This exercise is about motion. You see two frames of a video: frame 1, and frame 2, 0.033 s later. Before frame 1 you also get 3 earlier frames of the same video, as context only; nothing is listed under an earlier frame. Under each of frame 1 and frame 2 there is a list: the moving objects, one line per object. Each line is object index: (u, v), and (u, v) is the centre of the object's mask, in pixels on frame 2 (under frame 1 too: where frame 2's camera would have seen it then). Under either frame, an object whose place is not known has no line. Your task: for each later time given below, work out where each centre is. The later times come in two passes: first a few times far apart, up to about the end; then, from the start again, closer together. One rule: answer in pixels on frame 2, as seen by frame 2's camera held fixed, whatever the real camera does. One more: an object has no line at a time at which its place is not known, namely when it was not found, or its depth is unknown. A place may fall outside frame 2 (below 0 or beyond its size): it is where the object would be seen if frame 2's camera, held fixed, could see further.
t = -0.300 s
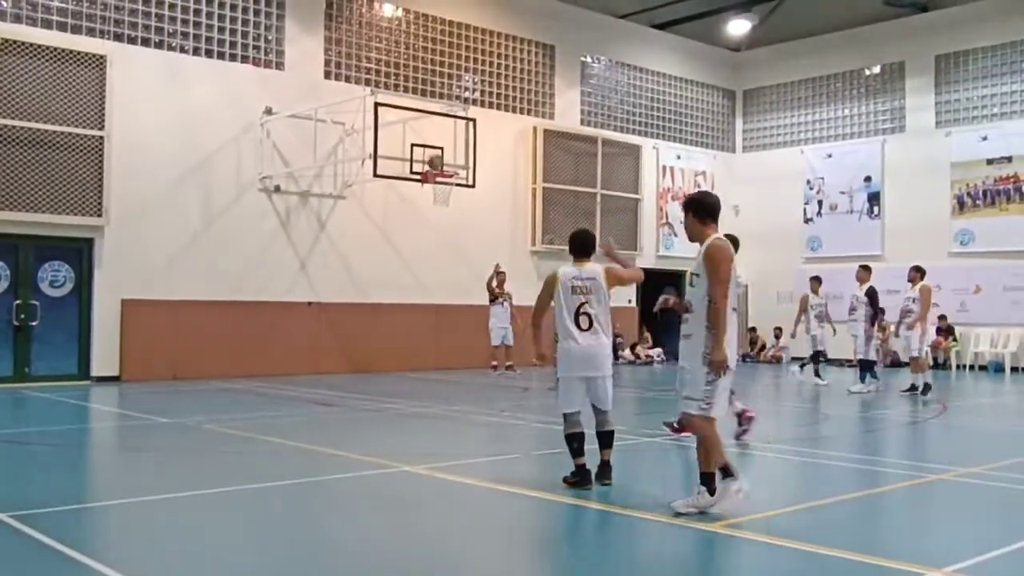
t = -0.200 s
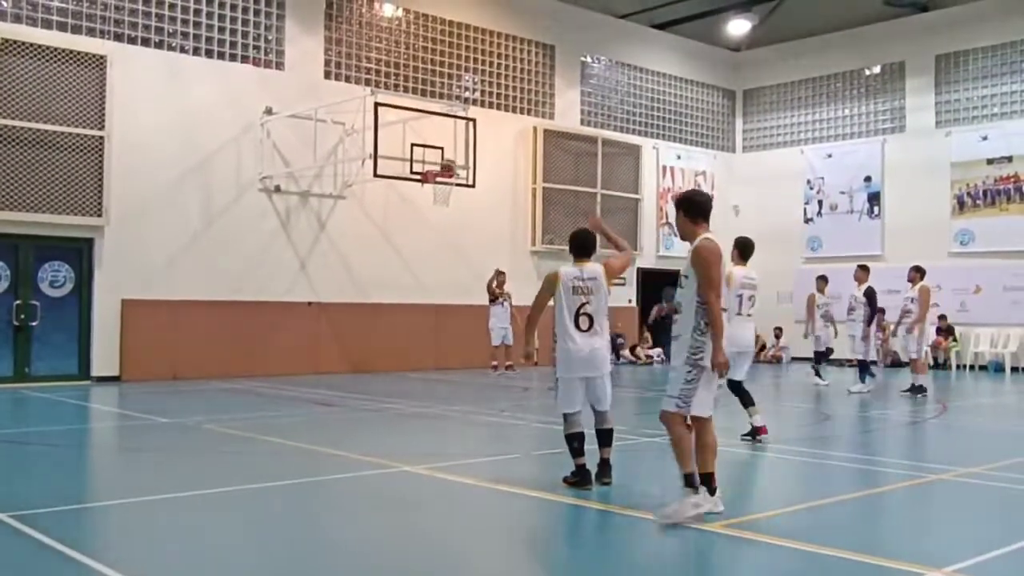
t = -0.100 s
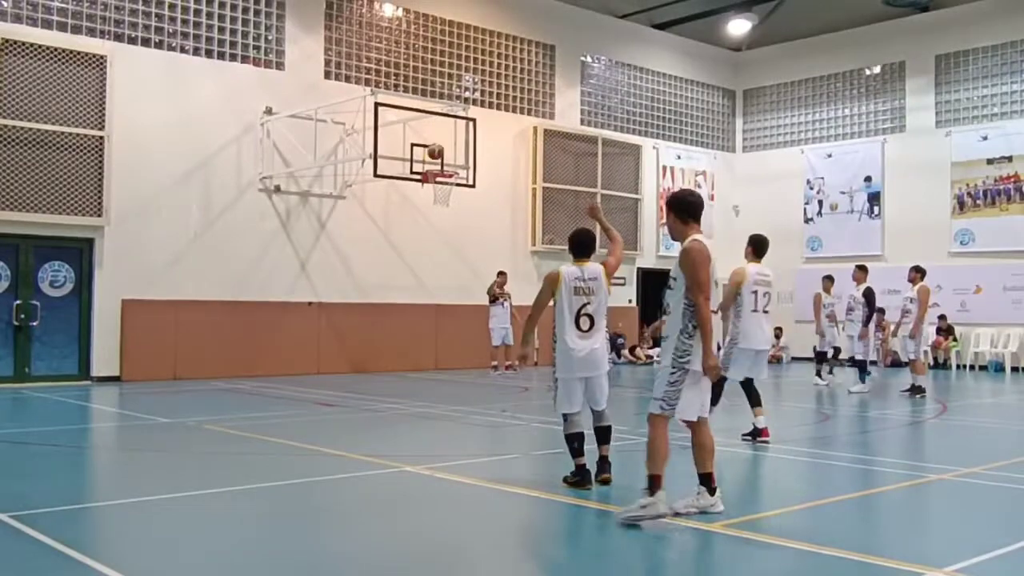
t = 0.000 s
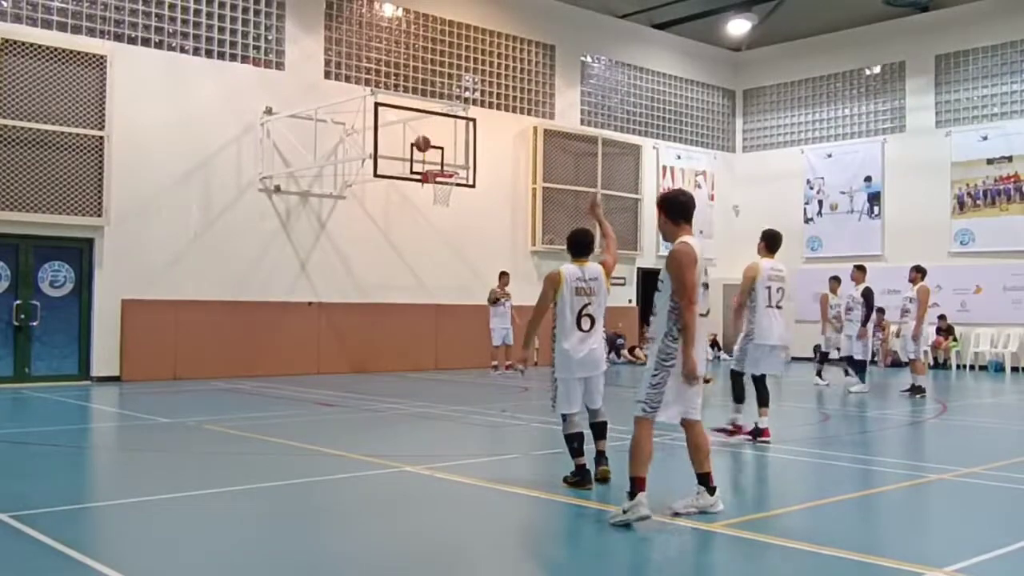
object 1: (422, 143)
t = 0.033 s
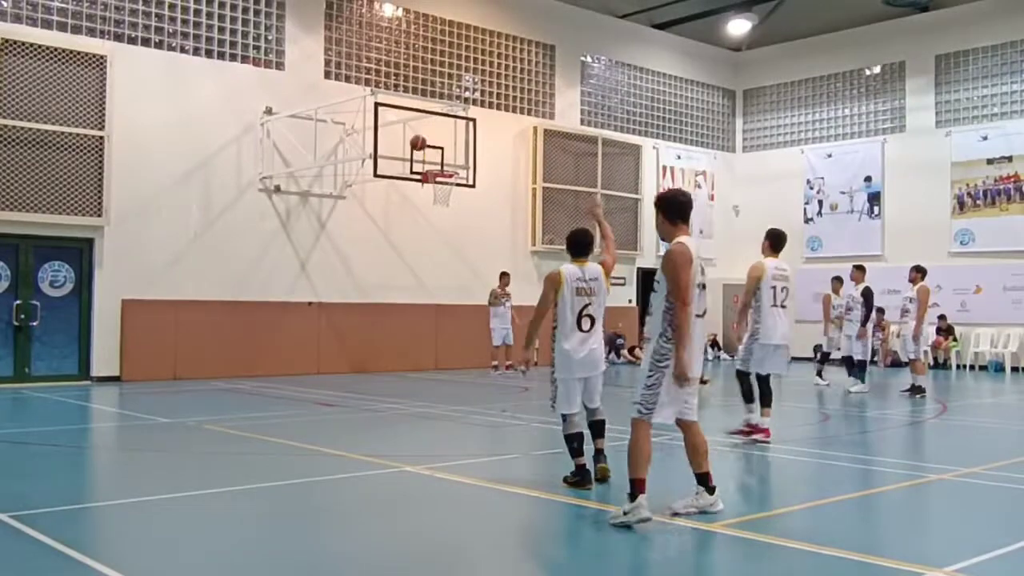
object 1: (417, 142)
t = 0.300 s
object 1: (397, 164)
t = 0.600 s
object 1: (394, 254)
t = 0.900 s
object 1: (394, 363)
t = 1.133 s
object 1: (404, 277)
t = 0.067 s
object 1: (413, 141)
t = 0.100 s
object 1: (409, 142)
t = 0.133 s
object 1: (404, 143)
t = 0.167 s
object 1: (399, 145)
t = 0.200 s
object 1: (398, 148)
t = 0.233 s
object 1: (397, 152)
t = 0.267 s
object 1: (397, 157)
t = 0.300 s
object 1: (397, 164)
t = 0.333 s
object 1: (397, 170)
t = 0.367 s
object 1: (397, 178)
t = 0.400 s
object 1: (396, 186)
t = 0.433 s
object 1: (396, 193)
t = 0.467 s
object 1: (396, 205)
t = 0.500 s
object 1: (396, 216)
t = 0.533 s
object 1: (395, 228)
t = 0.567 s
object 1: (395, 241)
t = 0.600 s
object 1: (394, 254)
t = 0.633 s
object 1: (394, 269)
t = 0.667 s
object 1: (394, 283)
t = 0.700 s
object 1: (393, 299)
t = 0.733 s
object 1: (393, 319)
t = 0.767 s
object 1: (393, 340)
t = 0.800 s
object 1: (393, 357)
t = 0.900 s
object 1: (394, 363)
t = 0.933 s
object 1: (395, 351)
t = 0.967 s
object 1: (395, 337)
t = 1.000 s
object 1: (397, 325)
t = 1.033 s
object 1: (398, 311)
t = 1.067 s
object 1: (401, 299)
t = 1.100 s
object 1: (402, 287)
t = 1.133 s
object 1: (404, 277)
